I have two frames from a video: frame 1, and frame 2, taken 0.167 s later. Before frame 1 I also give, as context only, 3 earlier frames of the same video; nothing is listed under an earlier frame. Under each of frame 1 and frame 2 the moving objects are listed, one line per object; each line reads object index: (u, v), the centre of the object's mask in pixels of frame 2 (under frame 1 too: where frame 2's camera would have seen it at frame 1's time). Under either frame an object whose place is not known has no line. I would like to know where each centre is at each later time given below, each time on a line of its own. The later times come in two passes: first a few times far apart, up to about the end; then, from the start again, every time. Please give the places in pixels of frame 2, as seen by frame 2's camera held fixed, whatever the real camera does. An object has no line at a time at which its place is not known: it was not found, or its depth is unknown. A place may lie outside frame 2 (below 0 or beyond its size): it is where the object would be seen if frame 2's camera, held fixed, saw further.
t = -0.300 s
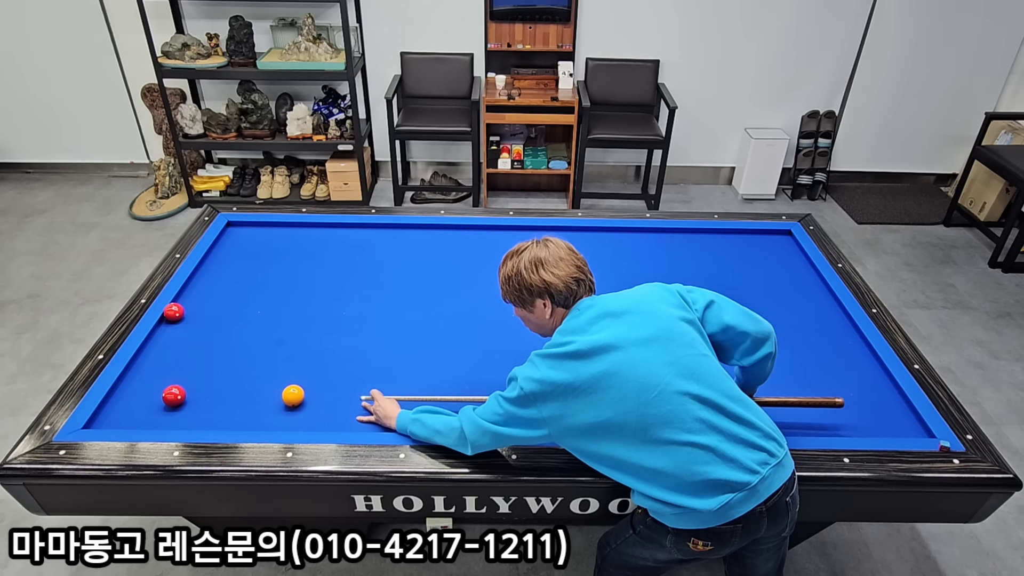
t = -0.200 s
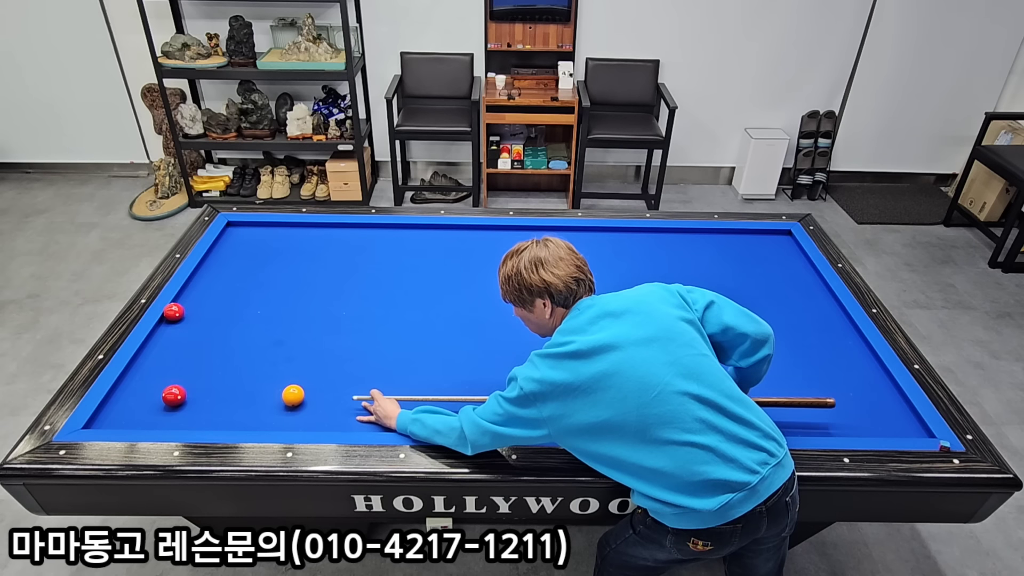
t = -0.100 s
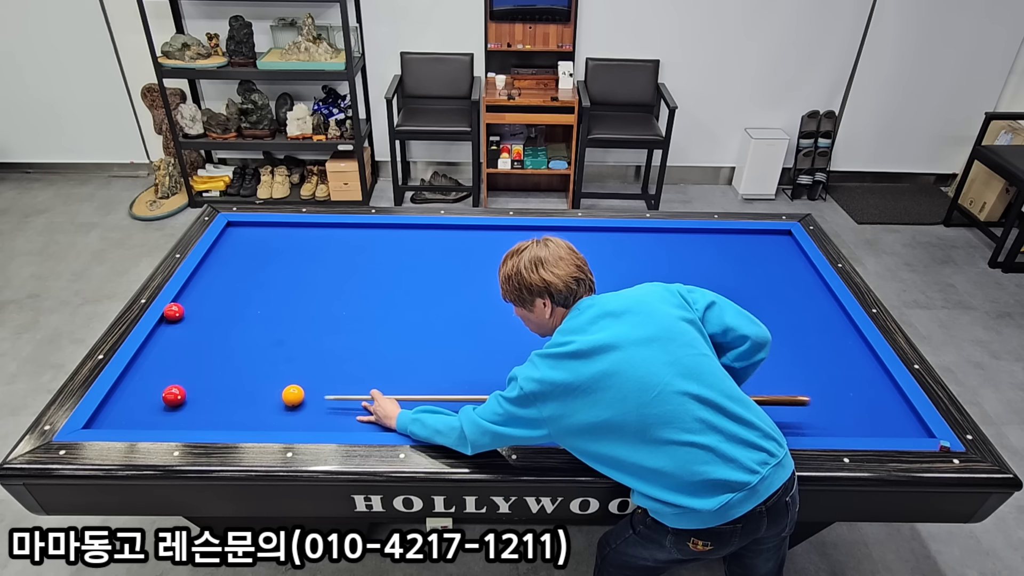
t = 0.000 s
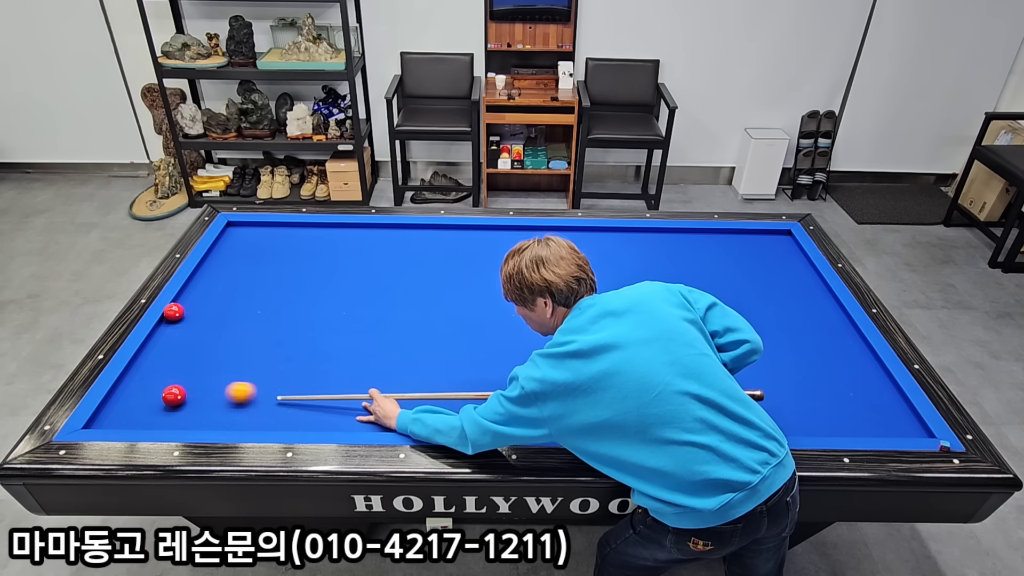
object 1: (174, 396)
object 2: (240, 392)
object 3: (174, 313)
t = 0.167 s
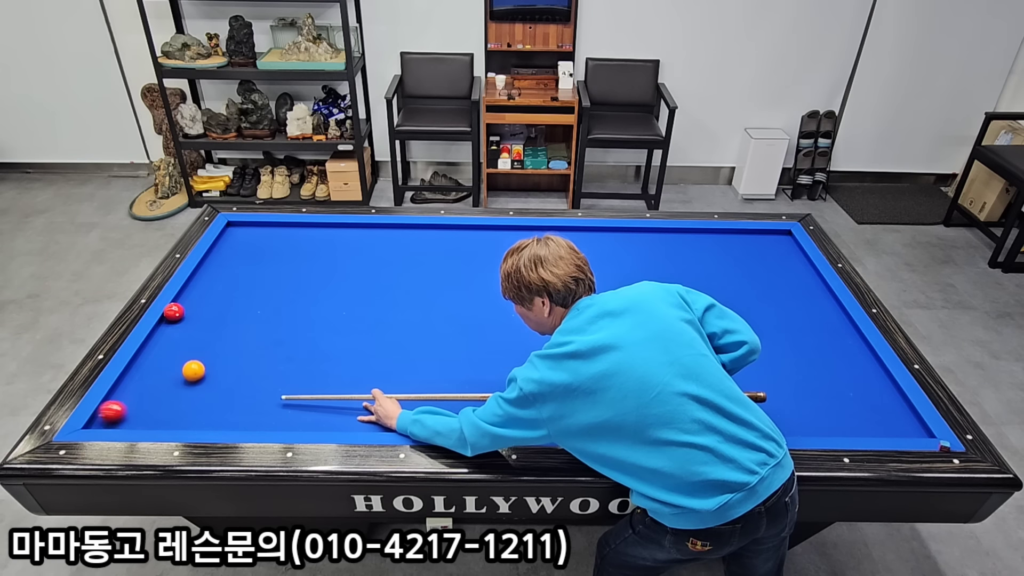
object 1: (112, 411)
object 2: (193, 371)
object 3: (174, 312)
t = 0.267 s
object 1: (160, 418)
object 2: (190, 357)
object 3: (174, 313)
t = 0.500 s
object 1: (255, 416)
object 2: (181, 331)
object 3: (174, 312)
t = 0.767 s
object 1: (350, 408)
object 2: (177, 318)
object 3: (190, 302)
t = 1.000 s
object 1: (429, 401)
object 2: (174, 312)
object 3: (210, 291)
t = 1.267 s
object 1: (515, 395)
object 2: (179, 307)
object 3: (231, 280)
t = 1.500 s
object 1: (587, 389)
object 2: (184, 303)
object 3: (248, 271)
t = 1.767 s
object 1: (666, 382)
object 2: (188, 299)
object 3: (265, 261)
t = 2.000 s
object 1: (732, 376)
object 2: (192, 296)
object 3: (279, 253)
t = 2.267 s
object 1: (804, 370)
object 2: (195, 293)
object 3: (294, 245)
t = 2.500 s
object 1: (865, 365)
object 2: (196, 291)
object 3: (306, 238)
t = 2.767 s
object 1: (824, 353)
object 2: (197, 289)
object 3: (318, 231)
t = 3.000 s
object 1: (785, 343)
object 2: (198, 288)
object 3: (327, 228)
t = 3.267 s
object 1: (742, 333)
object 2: (198, 287)
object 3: (333, 232)
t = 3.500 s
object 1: (707, 324)
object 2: (198, 286)
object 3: (337, 235)
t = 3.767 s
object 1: (669, 315)
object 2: (199, 286)
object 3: (342, 239)
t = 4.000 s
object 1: (638, 307)
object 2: (198, 286)
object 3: (346, 243)
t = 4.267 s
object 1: (604, 299)
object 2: (198, 286)
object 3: (350, 246)
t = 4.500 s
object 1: (576, 292)
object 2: (198, 286)
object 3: (353, 249)
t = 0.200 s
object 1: (128, 414)
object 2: (192, 366)
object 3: (174, 313)
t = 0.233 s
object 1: (144, 417)
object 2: (191, 362)
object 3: (174, 312)
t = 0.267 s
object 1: (160, 418)
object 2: (190, 357)
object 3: (174, 313)
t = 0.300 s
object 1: (175, 420)
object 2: (188, 353)
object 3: (174, 313)
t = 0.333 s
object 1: (189, 421)
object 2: (187, 350)
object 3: (174, 312)
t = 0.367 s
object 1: (204, 420)
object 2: (186, 346)
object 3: (174, 313)
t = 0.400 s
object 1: (218, 419)
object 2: (185, 342)
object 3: (174, 312)
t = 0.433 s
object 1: (231, 418)
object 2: (183, 338)
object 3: (174, 312)
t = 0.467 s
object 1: (244, 418)
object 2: (182, 334)
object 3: (174, 312)
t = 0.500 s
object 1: (255, 416)
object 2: (181, 331)
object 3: (174, 312)
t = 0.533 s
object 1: (268, 415)
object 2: (180, 327)
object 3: (173, 311)
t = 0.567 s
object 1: (280, 414)
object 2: (179, 324)
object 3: (173, 310)
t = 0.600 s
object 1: (292, 413)
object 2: (178, 322)
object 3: (173, 309)
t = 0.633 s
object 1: (303, 412)
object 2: (178, 321)
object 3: (177, 307)
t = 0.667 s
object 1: (315, 411)
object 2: (177, 321)
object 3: (181, 305)
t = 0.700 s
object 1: (327, 410)
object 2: (177, 320)
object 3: (184, 304)
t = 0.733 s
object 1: (338, 409)
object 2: (177, 319)
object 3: (187, 304)
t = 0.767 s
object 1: (350, 408)
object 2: (177, 318)
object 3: (190, 302)
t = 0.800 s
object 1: (361, 407)
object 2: (176, 317)
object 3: (193, 301)
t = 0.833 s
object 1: (373, 406)
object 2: (176, 316)
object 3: (196, 299)
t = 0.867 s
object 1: (384, 405)
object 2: (176, 316)
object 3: (199, 297)
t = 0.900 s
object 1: (395, 404)
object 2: (175, 315)
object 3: (202, 296)
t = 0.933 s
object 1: (406, 403)
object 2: (175, 314)
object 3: (204, 294)
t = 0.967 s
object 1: (417, 402)
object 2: (175, 313)
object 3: (207, 293)
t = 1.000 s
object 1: (429, 401)
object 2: (174, 312)
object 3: (210, 291)
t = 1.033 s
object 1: (439, 401)
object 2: (174, 311)
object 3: (213, 290)
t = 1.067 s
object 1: (450, 400)
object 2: (174, 311)
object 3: (215, 288)
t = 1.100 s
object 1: (461, 398)
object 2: (175, 310)
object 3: (218, 287)
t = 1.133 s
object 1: (472, 398)
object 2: (176, 309)
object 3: (221, 286)
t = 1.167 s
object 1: (483, 397)
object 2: (177, 309)
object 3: (223, 284)
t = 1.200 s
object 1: (493, 396)
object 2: (177, 308)
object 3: (226, 283)
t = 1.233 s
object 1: (504, 395)
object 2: (178, 308)
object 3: (228, 281)
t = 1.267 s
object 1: (515, 395)
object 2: (179, 307)
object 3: (231, 280)
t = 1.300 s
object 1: (525, 394)
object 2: (180, 306)
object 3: (233, 279)
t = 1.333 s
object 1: (536, 393)
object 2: (180, 306)
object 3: (236, 277)
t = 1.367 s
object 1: (546, 392)
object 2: (181, 305)
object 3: (238, 276)
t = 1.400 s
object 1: (556, 391)
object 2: (182, 305)
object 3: (241, 275)
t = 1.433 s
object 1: (566, 390)
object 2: (182, 304)
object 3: (243, 273)
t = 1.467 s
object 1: (577, 389)
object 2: (183, 304)
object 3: (245, 272)
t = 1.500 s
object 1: (587, 389)
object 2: (184, 303)
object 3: (248, 271)
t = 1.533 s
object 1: (597, 388)
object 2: (184, 303)
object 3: (250, 270)
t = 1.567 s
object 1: (607, 387)
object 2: (185, 302)
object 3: (252, 268)
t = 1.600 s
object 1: (617, 386)
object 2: (186, 302)
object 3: (254, 267)
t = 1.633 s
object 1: (627, 385)
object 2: (186, 301)
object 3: (256, 266)
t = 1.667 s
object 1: (636, 384)
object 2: (187, 301)
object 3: (258, 265)
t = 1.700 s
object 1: (646, 383)
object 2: (187, 300)
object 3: (261, 263)
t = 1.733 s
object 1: (656, 383)
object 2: (188, 300)
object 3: (263, 262)
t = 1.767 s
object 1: (666, 382)
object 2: (188, 299)
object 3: (265, 261)
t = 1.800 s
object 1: (675, 381)
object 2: (189, 299)
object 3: (267, 260)
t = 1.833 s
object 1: (685, 380)
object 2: (189, 298)
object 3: (269, 259)
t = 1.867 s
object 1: (694, 380)
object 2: (190, 298)
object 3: (271, 258)
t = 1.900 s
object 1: (704, 379)
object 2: (190, 297)
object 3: (273, 256)
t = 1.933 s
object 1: (713, 378)
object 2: (191, 297)
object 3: (275, 255)
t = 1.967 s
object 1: (722, 377)
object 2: (191, 296)
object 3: (277, 254)
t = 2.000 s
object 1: (732, 376)
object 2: (192, 296)
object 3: (279, 253)
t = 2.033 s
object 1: (741, 376)
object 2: (192, 296)
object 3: (281, 252)
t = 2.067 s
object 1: (750, 375)
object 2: (192, 295)
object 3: (283, 251)
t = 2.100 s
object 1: (759, 374)
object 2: (193, 295)
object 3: (285, 250)
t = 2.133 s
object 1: (768, 373)
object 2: (193, 295)
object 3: (287, 249)
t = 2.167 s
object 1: (777, 372)
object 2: (194, 294)
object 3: (288, 248)
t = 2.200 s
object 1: (786, 371)
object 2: (194, 294)
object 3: (290, 247)
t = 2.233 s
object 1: (795, 370)
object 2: (194, 294)
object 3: (292, 246)
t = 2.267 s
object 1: (804, 370)
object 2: (195, 293)
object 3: (294, 245)
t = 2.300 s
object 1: (813, 369)
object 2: (195, 293)
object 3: (296, 244)
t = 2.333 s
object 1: (822, 369)
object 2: (195, 292)
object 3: (297, 243)
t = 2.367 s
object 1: (831, 368)
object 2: (196, 292)
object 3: (299, 242)
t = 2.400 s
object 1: (839, 367)
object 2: (196, 292)
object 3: (301, 241)
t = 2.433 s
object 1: (848, 366)
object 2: (196, 292)
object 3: (302, 240)
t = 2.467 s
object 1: (857, 366)
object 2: (196, 291)
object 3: (304, 239)
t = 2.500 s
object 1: (865, 365)
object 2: (196, 291)
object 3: (306, 238)
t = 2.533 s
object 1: (874, 364)
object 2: (197, 291)
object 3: (307, 237)
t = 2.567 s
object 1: (869, 362)
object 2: (197, 290)
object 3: (309, 236)
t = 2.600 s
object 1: (859, 361)
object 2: (197, 290)
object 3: (311, 235)
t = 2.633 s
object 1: (851, 359)
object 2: (197, 290)
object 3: (312, 234)
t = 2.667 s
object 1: (844, 358)
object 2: (197, 290)
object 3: (314, 233)
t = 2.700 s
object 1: (837, 356)
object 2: (197, 289)
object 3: (315, 232)
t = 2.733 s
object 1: (830, 354)
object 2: (197, 289)
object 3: (317, 231)
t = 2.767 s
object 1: (824, 353)
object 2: (197, 289)
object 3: (318, 231)
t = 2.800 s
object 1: (818, 352)
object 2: (198, 289)
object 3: (320, 230)
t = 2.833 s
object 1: (813, 350)
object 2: (198, 289)
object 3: (321, 229)
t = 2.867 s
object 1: (807, 349)
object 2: (198, 288)
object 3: (323, 228)
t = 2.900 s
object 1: (801, 347)
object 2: (198, 288)
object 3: (324, 227)
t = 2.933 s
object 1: (796, 346)
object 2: (198, 288)
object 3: (326, 227)
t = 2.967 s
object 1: (790, 344)
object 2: (198, 288)
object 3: (326, 227)
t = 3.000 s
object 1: (785, 343)
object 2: (198, 288)
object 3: (327, 228)
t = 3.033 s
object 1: (779, 342)
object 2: (198, 287)
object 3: (328, 228)
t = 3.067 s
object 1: (773, 340)
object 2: (198, 287)
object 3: (328, 229)
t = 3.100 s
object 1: (768, 339)
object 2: (198, 287)
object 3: (329, 229)
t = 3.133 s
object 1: (763, 338)
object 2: (198, 287)
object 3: (330, 230)
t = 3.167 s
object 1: (757, 336)
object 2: (198, 287)
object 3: (331, 230)
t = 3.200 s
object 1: (752, 336)
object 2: (198, 287)
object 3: (331, 231)
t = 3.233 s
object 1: (747, 334)
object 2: (198, 287)
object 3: (332, 231)
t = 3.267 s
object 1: (742, 333)
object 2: (198, 287)
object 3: (333, 232)
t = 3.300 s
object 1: (737, 331)
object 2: (198, 286)
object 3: (333, 232)
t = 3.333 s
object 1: (732, 330)
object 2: (198, 286)
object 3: (334, 233)
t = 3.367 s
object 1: (727, 329)
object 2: (198, 286)
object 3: (334, 233)
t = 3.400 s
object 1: (722, 328)
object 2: (198, 286)
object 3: (335, 234)
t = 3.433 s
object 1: (717, 326)
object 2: (198, 286)
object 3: (336, 234)
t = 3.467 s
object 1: (712, 325)
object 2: (198, 286)
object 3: (336, 235)
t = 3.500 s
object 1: (707, 324)
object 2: (198, 286)
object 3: (337, 235)
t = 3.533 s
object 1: (702, 323)
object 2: (198, 286)
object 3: (338, 236)
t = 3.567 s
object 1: (697, 321)
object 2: (198, 286)
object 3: (338, 236)
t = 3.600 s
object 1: (692, 320)
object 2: (198, 286)
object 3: (339, 237)
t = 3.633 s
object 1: (687, 319)
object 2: (198, 286)
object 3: (340, 237)
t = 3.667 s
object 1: (683, 318)
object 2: (199, 286)
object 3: (340, 238)
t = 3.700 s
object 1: (678, 317)
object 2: (199, 286)
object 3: (341, 238)
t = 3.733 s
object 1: (674, 316)
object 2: (199, 286)
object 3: (342, 239)
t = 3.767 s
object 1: (669, 315)
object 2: (199, 286)
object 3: (342, 239)
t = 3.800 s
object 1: (664, 314)
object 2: (199, 286)
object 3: (343, 240)
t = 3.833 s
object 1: (660, 313)
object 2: (199, 286)
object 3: (343, 240)
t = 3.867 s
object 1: (655, 312)
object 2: (199, 286)
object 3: (344, 241)
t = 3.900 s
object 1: (651, 310)
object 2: (199, 286)
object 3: (344, 241)
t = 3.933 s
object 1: (646, 309)
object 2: (199, 286)
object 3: (345, 242)
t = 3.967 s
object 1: (642, 308)
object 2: (199, 286)
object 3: (345, 242)
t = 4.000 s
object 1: (638, 307)
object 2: (198, 286)
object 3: (346, 243)
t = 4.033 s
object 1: (633, 306)
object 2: (199, 286)
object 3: (347, 243)
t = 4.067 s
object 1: (629, 305)
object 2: (198, 286)
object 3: (347, 244)
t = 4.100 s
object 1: (625, 304)
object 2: (198, 286)
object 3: (348, 244)
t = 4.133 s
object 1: (620, 303)
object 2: (198, 286)
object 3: (348, 244)
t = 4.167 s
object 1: (616, 302)
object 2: (198, 286)
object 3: (349, 245)
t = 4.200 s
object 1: (612, 301)
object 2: (198, 286)
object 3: (349, 245)
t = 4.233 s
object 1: (608, 300)
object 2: (198, 286)
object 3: (350, 246)
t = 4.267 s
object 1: (604, 299)
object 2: (198, 286)
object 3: (350, 246)
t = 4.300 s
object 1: (600, 298)
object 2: (198, 286)
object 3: (351, 247)
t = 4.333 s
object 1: (595, 297)
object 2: (198, 286)
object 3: (351, 247)
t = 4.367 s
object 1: (591, 296)
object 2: (198, 286)
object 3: (352, 247)
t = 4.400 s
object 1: (588, 295)
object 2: (198, 286)
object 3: (352, 248)
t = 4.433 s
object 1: (583, 294)
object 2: (199, 286)
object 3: (353, 248)
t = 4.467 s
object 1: (579, 293)
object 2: (199, 286)
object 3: (353, 249)
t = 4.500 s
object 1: (576, 292)
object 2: (198, 286)
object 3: (353, 249)
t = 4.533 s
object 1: (572, 291)
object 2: (199, 286)
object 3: (354, 249)
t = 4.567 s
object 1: (568, 290)
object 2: (198, 286)
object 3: (354, 250)
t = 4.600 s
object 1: (564, 289)
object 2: (198, 286)
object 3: (355, 250)
